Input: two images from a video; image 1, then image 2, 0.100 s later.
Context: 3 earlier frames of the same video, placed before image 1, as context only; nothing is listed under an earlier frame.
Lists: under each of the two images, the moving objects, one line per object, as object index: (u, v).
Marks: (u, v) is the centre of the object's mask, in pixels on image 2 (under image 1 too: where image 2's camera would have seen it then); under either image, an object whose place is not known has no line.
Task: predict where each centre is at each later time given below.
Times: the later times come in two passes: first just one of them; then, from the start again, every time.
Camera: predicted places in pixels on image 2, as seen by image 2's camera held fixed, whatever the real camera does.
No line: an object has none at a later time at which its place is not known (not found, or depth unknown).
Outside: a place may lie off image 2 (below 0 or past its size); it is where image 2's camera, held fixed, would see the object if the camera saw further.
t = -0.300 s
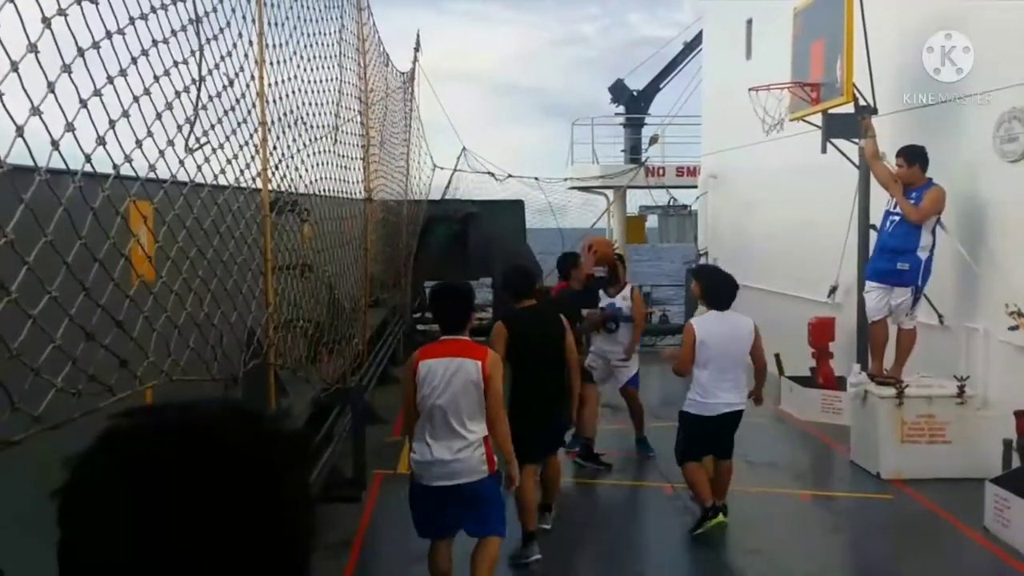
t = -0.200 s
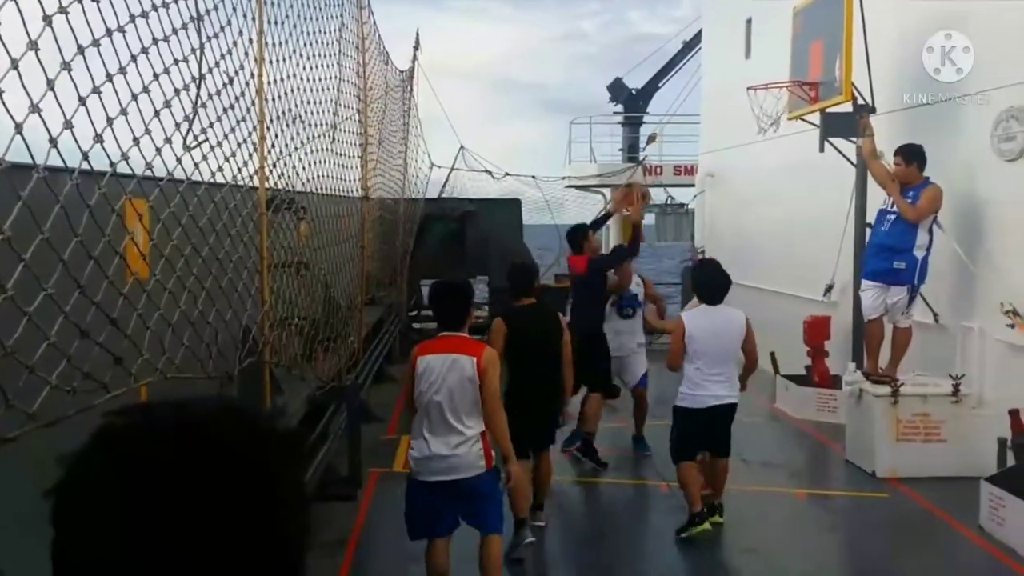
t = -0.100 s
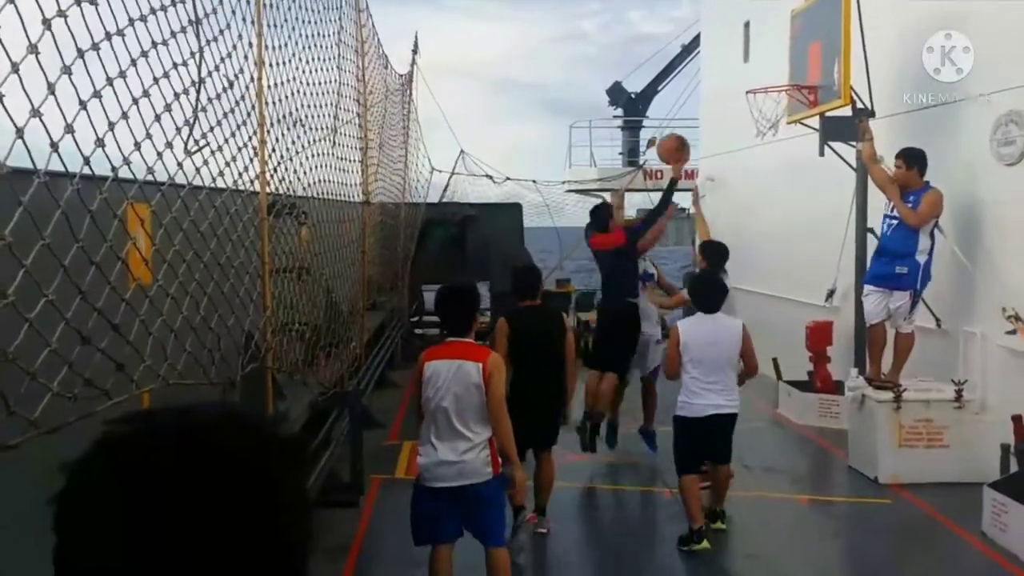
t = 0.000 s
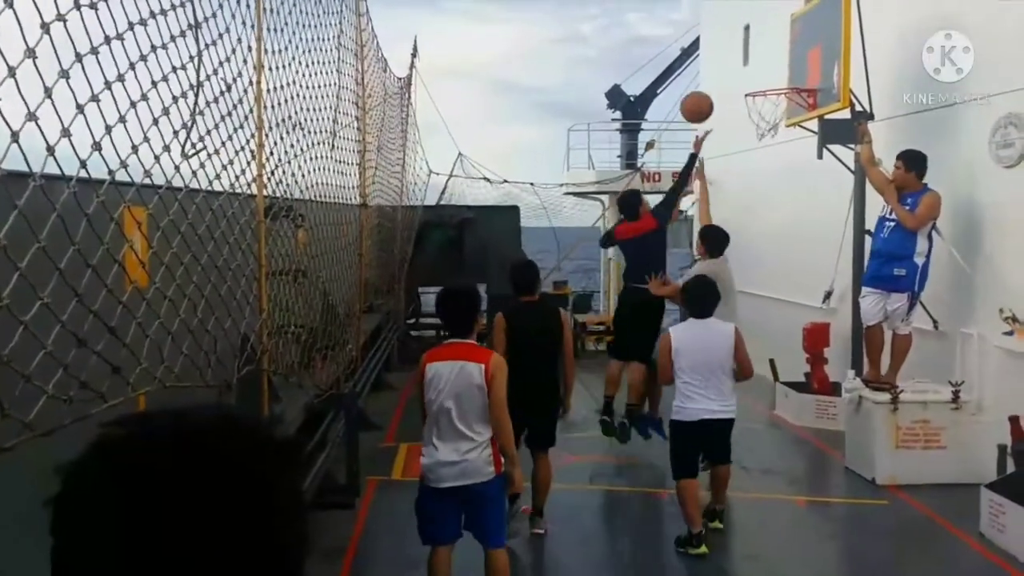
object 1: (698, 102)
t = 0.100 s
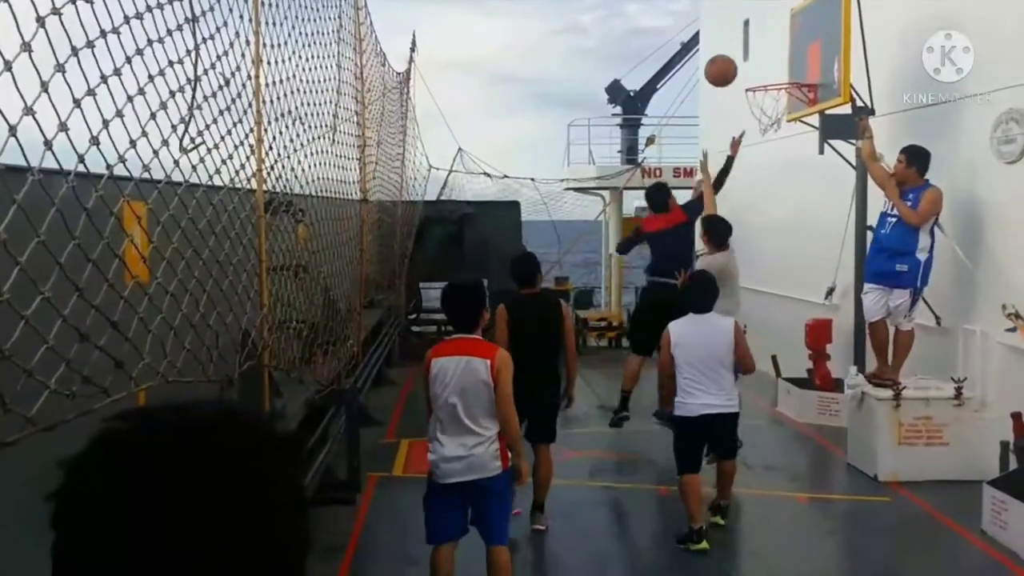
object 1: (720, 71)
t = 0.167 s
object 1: (736, 57)
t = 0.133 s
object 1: (729, 63)
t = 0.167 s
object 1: (736, 57)
